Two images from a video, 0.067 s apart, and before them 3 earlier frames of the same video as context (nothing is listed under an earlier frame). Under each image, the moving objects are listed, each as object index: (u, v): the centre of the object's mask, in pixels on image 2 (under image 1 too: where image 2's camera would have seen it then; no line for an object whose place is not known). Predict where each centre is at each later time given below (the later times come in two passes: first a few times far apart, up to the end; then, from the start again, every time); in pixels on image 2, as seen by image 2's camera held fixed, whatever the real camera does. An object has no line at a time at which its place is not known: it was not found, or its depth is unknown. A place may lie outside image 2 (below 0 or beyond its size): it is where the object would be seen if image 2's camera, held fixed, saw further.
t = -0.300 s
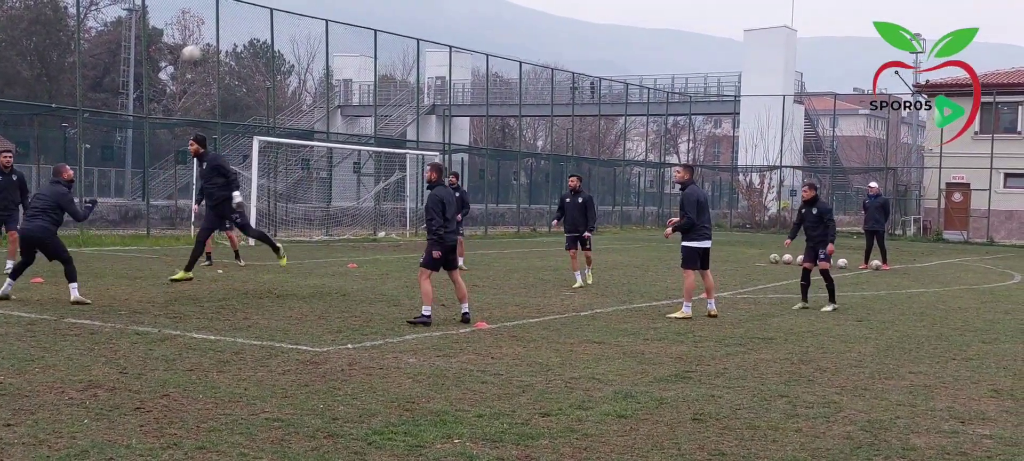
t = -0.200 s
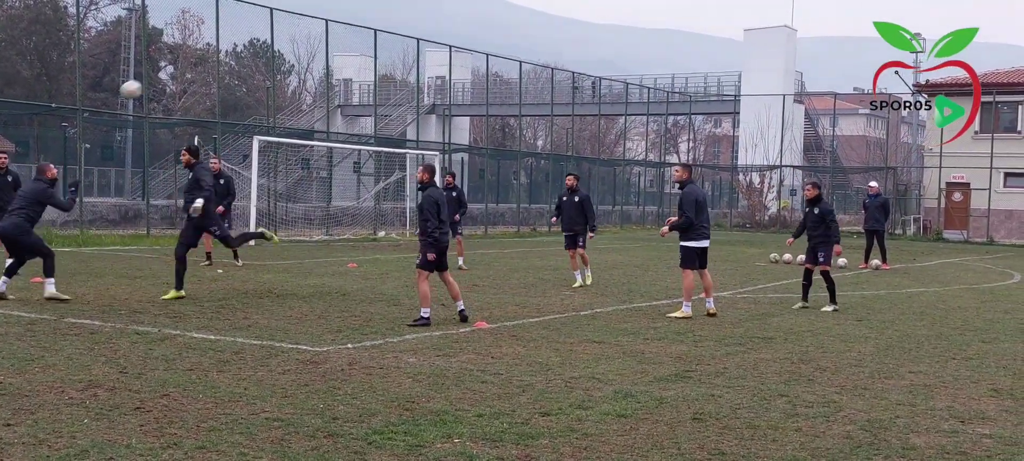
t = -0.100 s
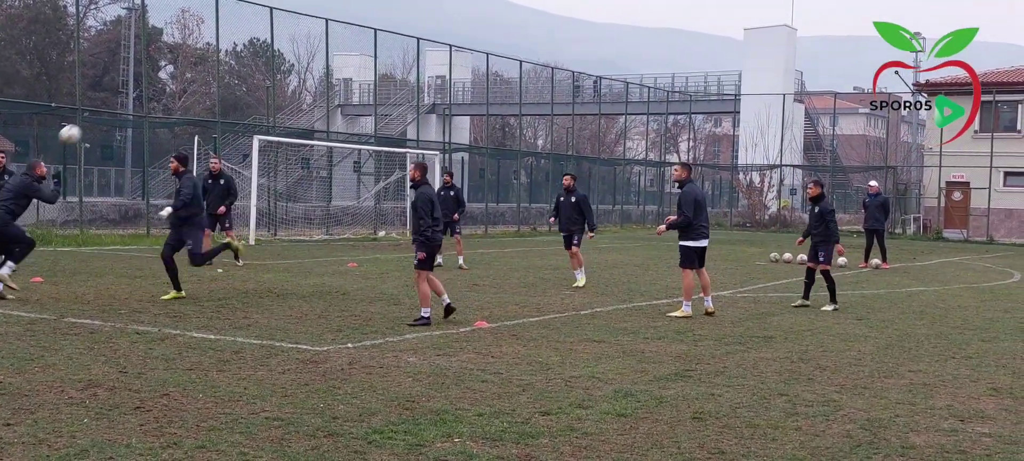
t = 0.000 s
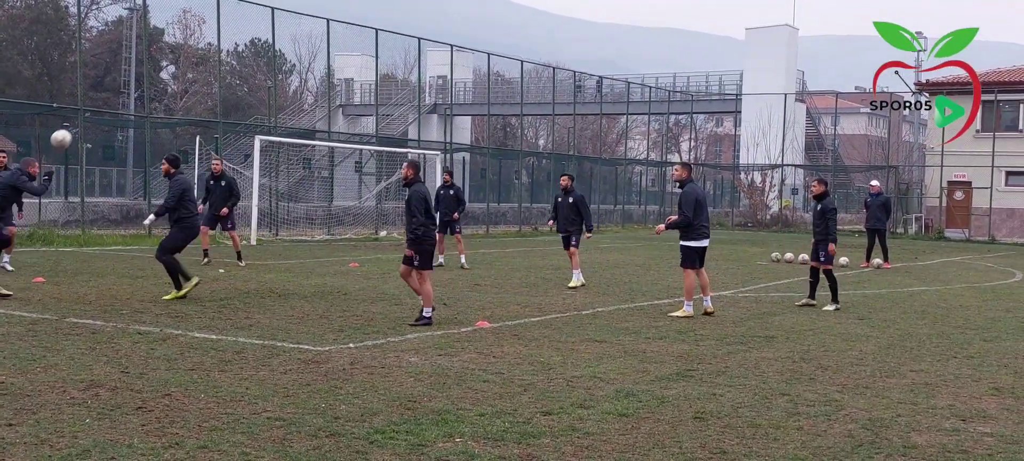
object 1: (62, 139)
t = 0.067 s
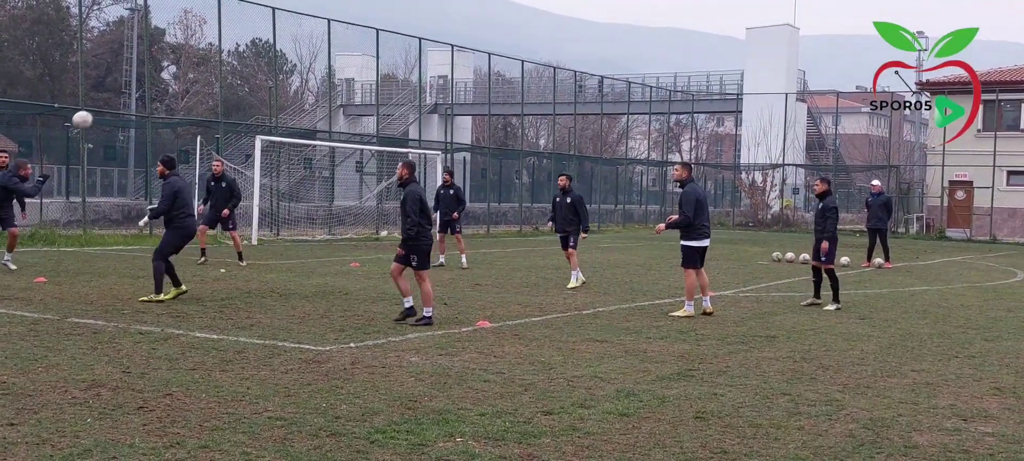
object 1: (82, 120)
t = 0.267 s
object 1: (133, 88)
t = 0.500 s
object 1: (179, 92)
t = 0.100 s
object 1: (92, 112)
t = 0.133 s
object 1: (101, 105)
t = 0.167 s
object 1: (109, 100)
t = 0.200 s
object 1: (118, 94)
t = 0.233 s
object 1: (125, 91)
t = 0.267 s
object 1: (133, 88)
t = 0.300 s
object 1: (141, 86)
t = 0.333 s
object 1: (148, 85)
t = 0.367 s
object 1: (155, 85)
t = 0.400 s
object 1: (161, 86)
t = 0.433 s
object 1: (168, 86)
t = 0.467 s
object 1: (174, 89)
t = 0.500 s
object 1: (179, 92)
